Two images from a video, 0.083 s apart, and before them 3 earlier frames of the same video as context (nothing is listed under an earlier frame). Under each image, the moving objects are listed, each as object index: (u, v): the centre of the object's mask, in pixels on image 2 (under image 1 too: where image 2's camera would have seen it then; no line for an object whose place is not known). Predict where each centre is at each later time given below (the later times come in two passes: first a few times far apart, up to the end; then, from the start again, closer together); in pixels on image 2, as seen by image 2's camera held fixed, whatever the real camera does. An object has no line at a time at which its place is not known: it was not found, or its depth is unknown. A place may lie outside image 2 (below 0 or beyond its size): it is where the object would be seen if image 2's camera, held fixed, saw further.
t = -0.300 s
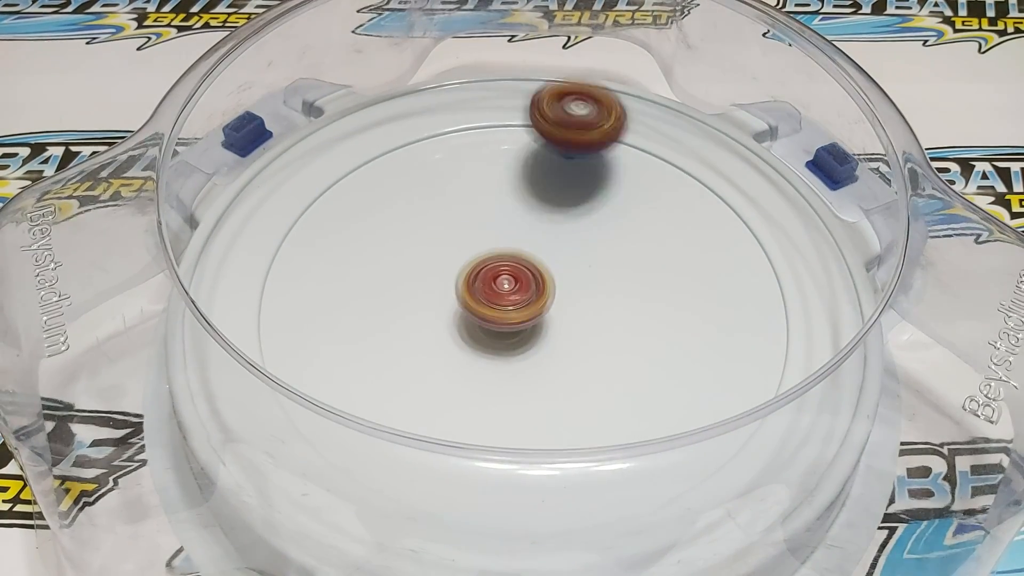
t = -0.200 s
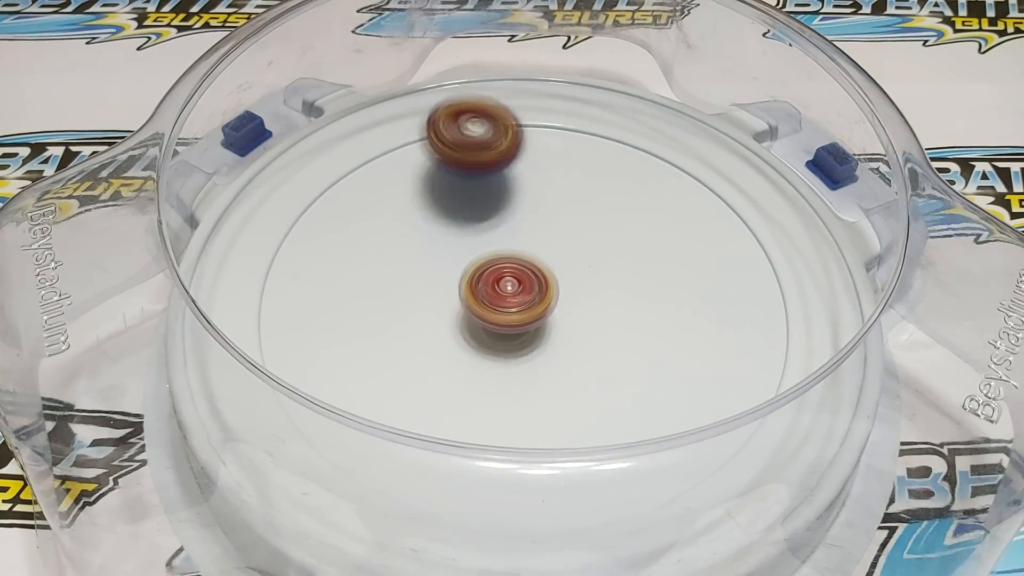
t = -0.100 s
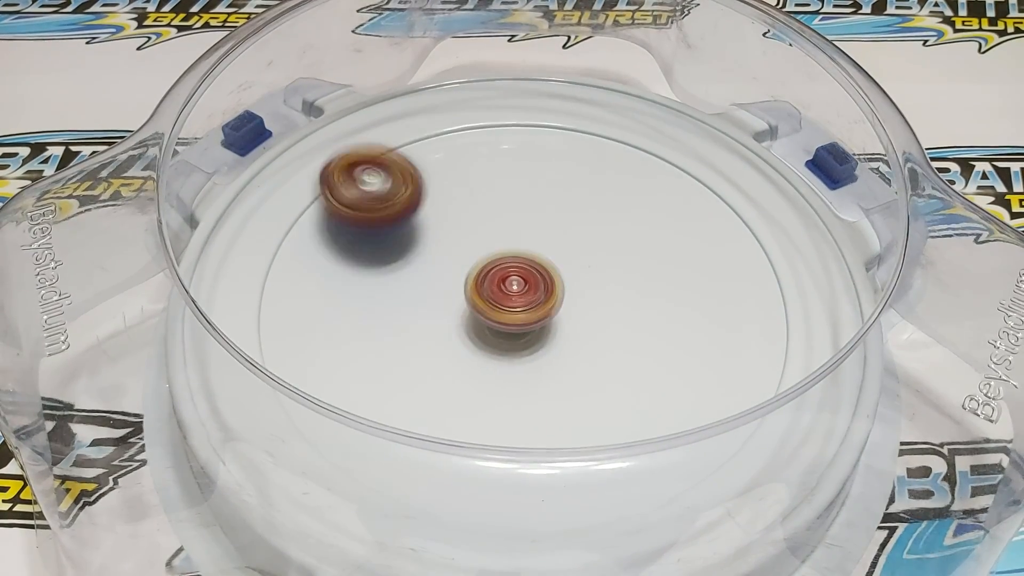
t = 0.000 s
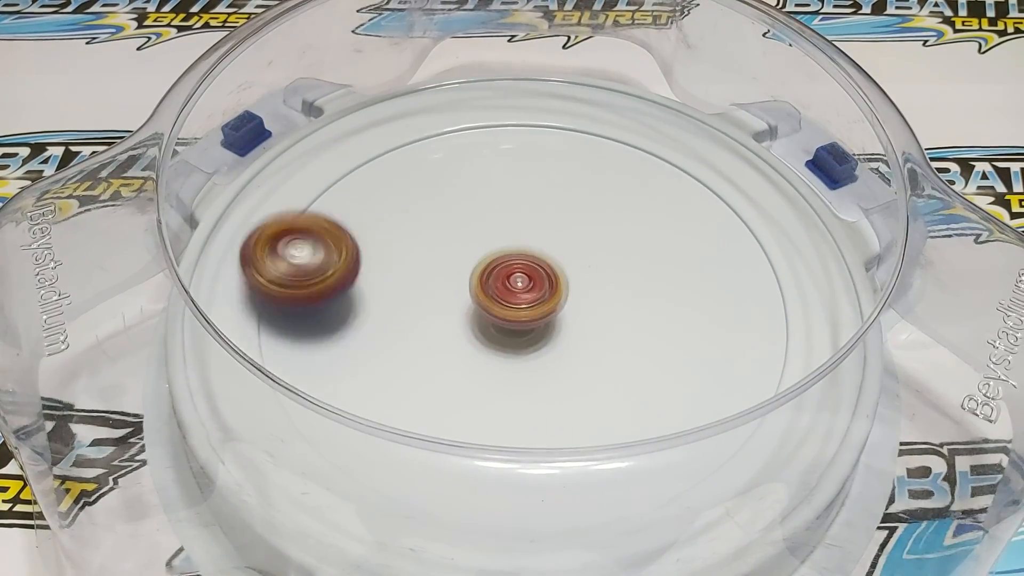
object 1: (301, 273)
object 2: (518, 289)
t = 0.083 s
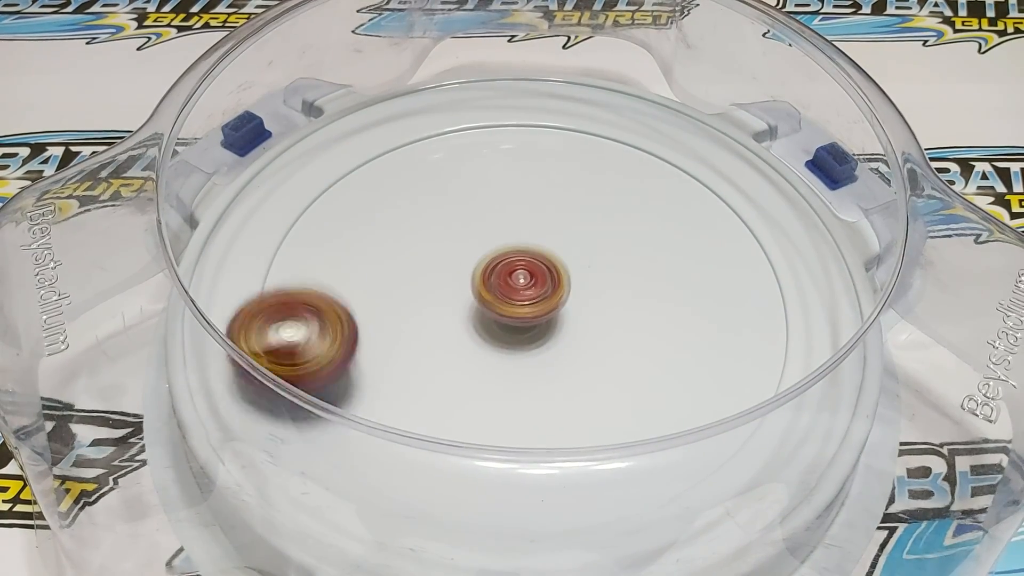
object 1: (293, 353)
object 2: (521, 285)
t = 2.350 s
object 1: (772, 284)
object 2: (520, 289)
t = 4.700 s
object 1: (580, 149)
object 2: (529, 285)
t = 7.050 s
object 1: (432, 211)
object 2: (523, 281)
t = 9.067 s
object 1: (553, 182)
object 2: (513, 283)
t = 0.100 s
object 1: (300, 366)
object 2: (521, 285)
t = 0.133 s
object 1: (321, 398)
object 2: (522, 284)
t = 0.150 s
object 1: (335, 413)
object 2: (522, 283)
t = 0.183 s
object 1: (376, 438)
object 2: (523, 282)
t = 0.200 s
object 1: (397, 451)
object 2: (524, 281)
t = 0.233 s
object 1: (448, 465)
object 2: (525, 280)
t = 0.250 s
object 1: (474, 471)
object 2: (525, 279)
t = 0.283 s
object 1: (531, 476)
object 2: (525, 278)
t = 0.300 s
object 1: (560, 476)
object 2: (525, 278)
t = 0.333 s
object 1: (616, 463)
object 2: (525, 277)
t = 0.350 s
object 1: (643, 457)
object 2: (525, 276)
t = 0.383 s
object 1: (689, 423)
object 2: (524, 275)
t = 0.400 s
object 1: (710, 409)
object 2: (523, 275)
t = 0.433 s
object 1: (745, 388)
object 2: (523, 274)
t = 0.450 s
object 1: (763, 360)
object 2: (522, 274)
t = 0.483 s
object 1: (777, 335)
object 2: (522, 273)
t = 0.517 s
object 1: (791, 299)
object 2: (521, 273)
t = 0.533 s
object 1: (794, 283)
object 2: (521, 273)
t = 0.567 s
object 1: (788, 244)
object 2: (520, 272)
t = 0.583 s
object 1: (783, 228)
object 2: (520, 272)
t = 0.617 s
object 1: (772, 200)
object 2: (519, 272)
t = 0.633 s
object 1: (762, 182)
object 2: (519, 272)
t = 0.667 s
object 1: (743, 152)
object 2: (518, 272)
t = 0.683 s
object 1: (728, 143)
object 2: (517, 273)
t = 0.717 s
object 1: (692, 131)
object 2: (517, 274)
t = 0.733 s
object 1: (674, 123)
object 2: (517, 275)
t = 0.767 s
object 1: (636, 113)
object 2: (517, 275)
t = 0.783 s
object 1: (616, 106)
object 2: (517, 275)
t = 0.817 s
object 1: (575, 98)
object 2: (517, 276)
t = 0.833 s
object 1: (555, 95)
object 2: (517, 277)
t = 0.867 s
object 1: (512, 89)
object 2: (517, 278)
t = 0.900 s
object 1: (470, 85)
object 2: (518, 279)
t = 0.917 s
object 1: (447, 85)
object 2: (518, 279)
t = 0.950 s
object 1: (413, 99)
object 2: (521, 280)
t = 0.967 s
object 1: (399, 114)
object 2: (522, 281)
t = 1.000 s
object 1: (373, 146)
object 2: (523, 281)
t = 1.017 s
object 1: (362, 166)
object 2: (523, 281)
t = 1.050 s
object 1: (344, 220)
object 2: (523, 281)
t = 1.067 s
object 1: (339, 243)
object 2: (523, 282)
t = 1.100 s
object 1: (332, 297)
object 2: (524, 282)
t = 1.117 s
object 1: (330, 325)
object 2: (524, 283)
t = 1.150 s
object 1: (338, 379)
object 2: (526, 283)
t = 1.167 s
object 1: (346, 410)
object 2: (527, 283)
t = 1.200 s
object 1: (370, 463)
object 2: (528, 283)
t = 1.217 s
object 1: (387, 494)
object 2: (528, 283)
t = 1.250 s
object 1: (439, 508)
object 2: (529, 283)
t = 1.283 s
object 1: (510, 503)
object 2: (531, 282)
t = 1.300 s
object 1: (544, 503)
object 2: (531, 283)
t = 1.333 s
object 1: (606, 472)
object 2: (532, 283)
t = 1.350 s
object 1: (638, 456)
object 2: (533, 283)
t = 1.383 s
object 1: (690, 428)
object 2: (533, 284)
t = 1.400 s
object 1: (711, 401)
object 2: (533, 284)
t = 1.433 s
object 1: (744, 356)
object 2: (533, 284)
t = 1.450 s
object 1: (761, 340)
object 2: (534, 284)
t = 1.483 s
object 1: (783, 296)
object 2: (534, 285)
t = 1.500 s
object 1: (786, 272)
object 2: (535, 285)
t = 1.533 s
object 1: (786, 231)
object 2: (535, 285)
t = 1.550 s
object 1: (784, 211)
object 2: (535, 285)
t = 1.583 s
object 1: (765, 177)
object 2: (532, 286)
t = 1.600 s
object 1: (742, 167)
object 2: (532, 286)
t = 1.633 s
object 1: (695, 150)
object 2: (532, 287)
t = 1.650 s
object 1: (671, 141)
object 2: (532, 287)
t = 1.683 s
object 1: (621, 126)
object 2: (533, 287)
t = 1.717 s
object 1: (566, 125)
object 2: (532, 287)
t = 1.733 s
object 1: (536, 129)
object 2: (531, 287)
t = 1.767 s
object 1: (475, 139)
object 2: (531, 288)
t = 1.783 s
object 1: (445, 144)
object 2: (531, 288)
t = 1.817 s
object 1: (385, 158)
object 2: (531, 288)
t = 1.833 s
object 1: (354, 166)
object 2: (531, 288)
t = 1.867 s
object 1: (297, 181)
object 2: (530, 287)
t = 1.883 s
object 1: (268, 192)
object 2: (530, 287)
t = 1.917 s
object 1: (239, 226)
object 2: (532, 288)
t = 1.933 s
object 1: (238, 248)
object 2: (532, 287)
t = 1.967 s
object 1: (239, 294)
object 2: (531, 287)
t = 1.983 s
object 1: (242, 321)
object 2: (530, 286)
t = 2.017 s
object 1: (256, 374)
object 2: (528, 287)
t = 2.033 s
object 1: (269, 396)
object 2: (527, 287)
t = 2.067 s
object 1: (298, 458)
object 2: (527, 287)
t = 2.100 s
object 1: (352, 493)
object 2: (527, 287)
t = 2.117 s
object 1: (397, 498)
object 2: (527, 287)
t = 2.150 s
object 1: (484, 499)
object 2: (526, 288)
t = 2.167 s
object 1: (529, 496)
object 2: (525, 288)
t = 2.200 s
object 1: (609, 493)
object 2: (524, 288)
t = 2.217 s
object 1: (646, 478)
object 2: (524, 289)
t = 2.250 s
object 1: (711, 435)
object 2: (523, 288)
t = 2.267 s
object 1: (740, 417)
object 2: (522, 288)
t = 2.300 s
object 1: (756, 354)
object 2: (520, 289)
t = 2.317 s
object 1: (767, 332)
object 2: (520, 289)
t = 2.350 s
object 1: (772, 284)
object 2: (520, 289)
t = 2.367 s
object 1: (771, 258)
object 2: (519, 289)
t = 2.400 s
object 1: (759, 211)
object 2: (518, 289)
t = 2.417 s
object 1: (752, 189)
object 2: (517, 289)
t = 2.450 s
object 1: (736, 150)
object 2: (517, 290)
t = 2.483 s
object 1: (697, 129)
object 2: (514, 291)
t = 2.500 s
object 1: (673, 123)
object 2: (514, 291)
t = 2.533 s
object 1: (624, 120)
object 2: (513, 291)
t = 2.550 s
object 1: (598, 117)
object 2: (513, 291)
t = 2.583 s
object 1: (549, 115)
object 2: (513, 291)
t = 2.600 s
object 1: (525, 119)
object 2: (513, 291)
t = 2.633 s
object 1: (473, 124)
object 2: (513, 291)
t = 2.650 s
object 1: (448, 129)
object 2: (513, 291)
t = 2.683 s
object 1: (400, 142)
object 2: (513, 292)
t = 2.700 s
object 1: (373, 150)
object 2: (513, 292)
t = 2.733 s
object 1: (327, 165)
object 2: (514, 291)
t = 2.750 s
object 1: (307, 179)
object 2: (514, 291)
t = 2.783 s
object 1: (307, 222)
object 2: (515, 291)
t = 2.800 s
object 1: (306, 248)
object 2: (515, 290)
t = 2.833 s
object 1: (311, 305)
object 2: (516, 289)
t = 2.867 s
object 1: (333, 351)
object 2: (516, 288)
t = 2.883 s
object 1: (340, 386)
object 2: (516, 288)
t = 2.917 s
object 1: (370, 442)
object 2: (517, 288)
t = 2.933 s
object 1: (393, 469)
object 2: (517, 287)
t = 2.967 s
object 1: (455, 484)
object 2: (517, 286)
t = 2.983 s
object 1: (490, 489)
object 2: (516, 285)
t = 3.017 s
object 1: (565, 512)
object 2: (517, 285)
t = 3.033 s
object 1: (601, 511)
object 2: (517, 285)
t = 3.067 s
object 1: (661, 484)
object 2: (516, 283)
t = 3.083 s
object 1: (689, 474)
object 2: (516, 283)
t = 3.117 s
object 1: (745, 451)
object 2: (516, 283)
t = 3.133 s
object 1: (772, 442)
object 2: (516, 283)
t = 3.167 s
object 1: (808, 423)
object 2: (515, 282)
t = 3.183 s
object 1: (824, 406)
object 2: (515, 282)
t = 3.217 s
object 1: (842, 377)
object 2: (514, 282)
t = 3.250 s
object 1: (851, 345)
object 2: (515, 281)
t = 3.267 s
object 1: (853, 322)
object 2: (515, 281)
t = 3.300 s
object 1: (833, 294)
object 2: (513, 281)
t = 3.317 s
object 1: (827, 289)
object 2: (513, 281)
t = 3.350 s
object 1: (791, 269)
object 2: (514, 280)
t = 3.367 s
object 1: (766, 261)
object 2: (514, 280)
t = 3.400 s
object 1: (719, 243)
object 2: (513, 280)
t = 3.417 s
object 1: (692, 235)
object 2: (513, 280)
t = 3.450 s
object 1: (642, 218)
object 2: (514, 280)
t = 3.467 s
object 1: (613, 210)
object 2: (513, 280)
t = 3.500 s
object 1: (563, 194)
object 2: (514, 279)
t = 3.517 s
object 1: (537, 187)
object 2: (514, 280)
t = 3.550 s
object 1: (487, 178)
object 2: (515, 280)
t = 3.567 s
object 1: (462, 171)
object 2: (515, 279)
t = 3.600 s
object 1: (416, 163)
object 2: (515, 280)
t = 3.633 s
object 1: (371, 157)
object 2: (516, 280)
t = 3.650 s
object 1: (350, 156)
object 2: (516, 279)
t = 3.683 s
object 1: (320, 160)
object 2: (516, 280)
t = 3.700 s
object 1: (307, 165)
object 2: (516, 280)
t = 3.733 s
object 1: (282, 177)
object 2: (518, 280)
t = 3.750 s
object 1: (271, 184)
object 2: (518, 280)
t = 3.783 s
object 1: (257, 204)
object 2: (519, 281)
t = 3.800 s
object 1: (252, 215)
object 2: (520, 281)
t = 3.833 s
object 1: (243, 238)
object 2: (520, 280)
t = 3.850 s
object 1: (242, 249)
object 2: (520, 280)
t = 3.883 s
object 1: (242, 274)
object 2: (521, 281)
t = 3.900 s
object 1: (246, 282)
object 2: (522, 281)
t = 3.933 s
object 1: (256, 306)
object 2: (522, 281)
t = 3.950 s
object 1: (264, 312)
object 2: (522, 281)
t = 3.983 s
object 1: (271, 346)
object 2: (523, 281)
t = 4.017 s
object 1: (295, 370)
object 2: (524, 281)
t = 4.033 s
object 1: (313, 378)
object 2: (524, 281)
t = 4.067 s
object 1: (358, 378)
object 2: (525, 281)
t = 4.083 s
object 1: (381, 384)
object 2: (525, 281)
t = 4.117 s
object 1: (427, 394)
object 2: (525, 281)
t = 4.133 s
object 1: (453, 395)
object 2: (525, 281)
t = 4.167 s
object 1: (499, 397)
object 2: (527, 282)
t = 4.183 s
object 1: (525, 394)
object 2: (527, 281)
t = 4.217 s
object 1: (568, 386)
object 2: (526, 282)
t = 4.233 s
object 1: (588, 379)
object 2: (527, 282)
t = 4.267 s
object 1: (625, 358)
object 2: (528, 282)
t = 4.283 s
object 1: (641, 348)
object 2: (528, 282)
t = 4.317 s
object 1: (669, 321)
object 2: (528, 282)
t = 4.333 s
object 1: (679, 310)
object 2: (529, 282)
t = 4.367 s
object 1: (696, 280)
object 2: (529, 282)
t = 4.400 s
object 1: (708, 256)
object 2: (529, 283)
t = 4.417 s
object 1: (709, 243)
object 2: (530, 282)
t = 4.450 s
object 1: (711, 220)
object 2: (530, 282)
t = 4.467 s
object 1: (708, 210)
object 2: (530, 283)
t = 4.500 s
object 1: (701, 192)
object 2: (530, 283)
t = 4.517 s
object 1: (694, 183)
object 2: (530, 283)
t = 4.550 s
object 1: (680, 169)
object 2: (530, 284)
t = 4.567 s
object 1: (673, 163)
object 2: (530, 284)
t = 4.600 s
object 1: (651, 155)
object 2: (530, 284)
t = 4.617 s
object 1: (642, 152)
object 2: (529, 284)
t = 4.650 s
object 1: (618, 149)
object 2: (530, 285)
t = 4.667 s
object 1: (605, 148)
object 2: (530, 285)
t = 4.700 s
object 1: (580, 149)
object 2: (529, 285)
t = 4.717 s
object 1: (565, 151)
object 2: (529, 285)
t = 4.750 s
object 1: (539, 154)
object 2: (529, 285)
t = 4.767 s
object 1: (524, 159)
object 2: (529, 285)
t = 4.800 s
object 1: (499, 167)
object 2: (528, 286)
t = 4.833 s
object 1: (475, 178)
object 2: (528, 286)
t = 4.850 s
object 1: (464, 186)
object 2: (528, 286)
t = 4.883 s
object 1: (446, 204)
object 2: (528, 287)
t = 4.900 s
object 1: (438, 214)
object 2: (528, 287)
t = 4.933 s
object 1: (426, 236)
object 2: (527, 287)
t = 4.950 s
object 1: (422, 246)
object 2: (527, 287)
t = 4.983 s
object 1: (416, 272)
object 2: (527, 287)
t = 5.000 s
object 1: (416, 282)
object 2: (527, 288)
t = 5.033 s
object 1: (416, 308)
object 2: (528, 288)
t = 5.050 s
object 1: (418, 319)
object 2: (529, 288)
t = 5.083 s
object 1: (427, 340)
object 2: (528, 288)
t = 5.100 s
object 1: (432, 352)
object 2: (529, 289)
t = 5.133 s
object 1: (449, 370)
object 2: (529, 288)
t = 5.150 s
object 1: (459, 379)
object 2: (528, 288)
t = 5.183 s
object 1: (484, 390)
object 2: (528, 289)
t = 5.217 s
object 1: (513, 396)
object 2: (527, 289)
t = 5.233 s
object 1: (529, 400)
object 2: (527, 289)
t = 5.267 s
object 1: (561, 404)
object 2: (527, 289)
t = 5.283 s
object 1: (580, 400)
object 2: (527, 289)
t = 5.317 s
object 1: (613, 398)
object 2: (526, 289)
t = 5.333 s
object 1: (629, 394)
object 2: (526, 290)
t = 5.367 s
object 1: (655, 386)
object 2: (525, 289)
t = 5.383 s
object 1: (667, 382)
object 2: (525, 290)
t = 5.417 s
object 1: (690, 367)
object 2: (525, 289)
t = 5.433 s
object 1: (699, 357)
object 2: (524, 289)
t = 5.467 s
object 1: (708, 334)
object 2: (524, 290)
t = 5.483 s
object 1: (710, 320)
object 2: (524, 289)
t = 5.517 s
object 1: (709, 295)
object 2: (522, 289)
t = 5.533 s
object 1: (703, 285)
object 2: (522, 289)
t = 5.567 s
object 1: (691, 263)
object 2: (522, 289)
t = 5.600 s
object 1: (674, 243)
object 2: (521, 289)
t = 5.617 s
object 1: (664, 234)
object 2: (521, 289)
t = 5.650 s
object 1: (641, 219)
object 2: (519, 289)
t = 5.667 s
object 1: (631, 210)
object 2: (519, 289)
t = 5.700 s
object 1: (605, 199)
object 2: (519, 289)
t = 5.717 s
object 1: (591, 196)
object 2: (518, 289)
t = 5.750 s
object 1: (564, 189)
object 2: (518, 289)
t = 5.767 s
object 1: (549, 188)
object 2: (518, 289)
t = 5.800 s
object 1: (521, 187)
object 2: (517, 289)
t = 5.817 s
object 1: (510, 185)
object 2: (517, 289)
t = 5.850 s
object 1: (484, 188)
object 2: (516, 288)
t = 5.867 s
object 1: (471, 192)
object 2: (516, 289)
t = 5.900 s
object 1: (447, 199)
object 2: (516, 288)
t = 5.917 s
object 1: (436, 206)
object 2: (515, 288)
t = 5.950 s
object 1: (416, 219)
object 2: (515, 288)
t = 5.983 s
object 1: (398, 234)
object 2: (514, 287)
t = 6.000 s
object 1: (390, 242)
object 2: (514, 287)
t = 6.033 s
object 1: (375, 264)
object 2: (514, 287)
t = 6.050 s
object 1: (369, 273)
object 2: (513, 286)
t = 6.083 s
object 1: (362, 295)
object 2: (513, 286)
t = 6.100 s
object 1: (360, 307)
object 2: (513, 286)
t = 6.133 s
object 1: (362, 330)
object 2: (513, 286)
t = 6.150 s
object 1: (367, 341)
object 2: (513, 286)
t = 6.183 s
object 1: (379, 361)
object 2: (513, 285)
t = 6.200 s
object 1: (389, 368)
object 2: (513, 285)
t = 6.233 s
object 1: (413, 380)
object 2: (513, 284)
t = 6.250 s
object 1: (426, 386)
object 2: (512, 285)
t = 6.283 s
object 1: (457, 395)
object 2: (514, 284)
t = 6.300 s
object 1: (475, 396)
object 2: (513, 283)
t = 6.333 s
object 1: (509, 399)
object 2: (513, 284)
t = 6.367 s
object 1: (543, 398)
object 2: (513, 283)
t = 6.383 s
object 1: (558, 397)
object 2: (513, 283)
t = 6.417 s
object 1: (589, 390)
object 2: (514, 283)
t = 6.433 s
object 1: (602, 385)
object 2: (513, 283)
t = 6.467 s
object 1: (626, 370)
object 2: (514, 283)
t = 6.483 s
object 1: (637, 359)
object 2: (514, 282)
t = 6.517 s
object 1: (654, 338)
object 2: (514, 282)
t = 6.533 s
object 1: (658, 329)
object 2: (515, 282)
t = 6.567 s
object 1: (667, 308)
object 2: (514, 282)
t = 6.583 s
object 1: (671, 296)
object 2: (515, 282)
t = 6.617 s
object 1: (671, 276)
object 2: (515, 281)
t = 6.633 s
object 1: (668, 267)
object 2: (515, 282)
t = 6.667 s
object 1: (662, 248)
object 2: (517, 281)
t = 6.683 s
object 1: (658, 239)
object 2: (516, 281)
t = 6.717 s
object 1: (645, 222)
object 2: (518, 281)
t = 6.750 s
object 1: (629, 209)
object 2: (517, 281)
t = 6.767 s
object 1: (620, 202)
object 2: (518, 281)
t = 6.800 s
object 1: (601, 191)
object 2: (518, 280)
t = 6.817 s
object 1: (589, 188)
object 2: (518, 281)
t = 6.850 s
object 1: (567, 182)
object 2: (520, 281)
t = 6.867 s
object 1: (557, 178)
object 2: (519, 281)
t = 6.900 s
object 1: (534, 175)
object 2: (520, 282)
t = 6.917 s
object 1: (521, 177)
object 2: (521, 281)
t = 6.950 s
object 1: (497, 180)
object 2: (521, 281)
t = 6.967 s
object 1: (486, 182)
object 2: (522, 281)
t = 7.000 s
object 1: (463, 190)
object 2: (522, 281)
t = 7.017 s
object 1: (452, 197)
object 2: (523, 281)
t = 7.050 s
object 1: (432, 211)
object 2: (523, 281)
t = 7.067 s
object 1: (424, 219)
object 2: (523, 281)
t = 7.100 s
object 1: (409, 240)
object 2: (524, 280)
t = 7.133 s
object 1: (400, 261)
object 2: (525, 281)
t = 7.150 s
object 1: (398, 271)
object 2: (525, 281)
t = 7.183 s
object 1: (396, 295)
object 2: (525, 281)
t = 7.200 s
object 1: (397, 309)
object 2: (526, 281)
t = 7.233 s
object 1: (404, 332)
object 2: (526, 281)
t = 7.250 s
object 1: (411, 342)
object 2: (526, 282)
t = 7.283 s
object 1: (427, 362)
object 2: (526, 282)
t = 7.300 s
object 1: (436, 372)
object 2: (527, 282)
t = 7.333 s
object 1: (459, 384)
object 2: (527, 281)
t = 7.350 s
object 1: (473, 386)
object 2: (527, 282)
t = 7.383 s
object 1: (499, 394)
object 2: (528, 282)
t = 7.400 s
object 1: (512, 398)
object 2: (527, 282)
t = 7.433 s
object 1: (540, 400)
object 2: (528, 282)
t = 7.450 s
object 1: (556, 398)
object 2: (528, 282)
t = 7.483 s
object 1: (583, 396)
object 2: (529, 283)
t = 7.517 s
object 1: (609, 391)
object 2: (528, 283)
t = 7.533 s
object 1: (619, 389)
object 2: (528, 284)
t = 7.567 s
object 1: (639, 380)
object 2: (528, 284)
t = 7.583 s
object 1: (650, 372)
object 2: (529, 284)
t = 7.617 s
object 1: (665, 356)
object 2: (529, 284)
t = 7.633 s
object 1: (668, 348)
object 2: (528, 285)
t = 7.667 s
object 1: (674, 330)
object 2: (529, 285)
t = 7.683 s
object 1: (678, 318)
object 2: (528, 285)
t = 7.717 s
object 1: (677, 298)
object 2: (529, 285)
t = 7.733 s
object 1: (673, 290)
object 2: (529, 285)
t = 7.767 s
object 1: (664, 270)
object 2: (528, 286)
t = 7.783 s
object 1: (659, 259)
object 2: (528, 285)
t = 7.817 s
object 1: (642, 242)
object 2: (528, 286)
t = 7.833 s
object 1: (631, 237)
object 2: (528, 286)
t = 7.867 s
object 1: (610, 222)
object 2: (527, 287)
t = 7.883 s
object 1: (601, 215)
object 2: (528, 287)
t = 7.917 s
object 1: (576, 205)
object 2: (527, 287)
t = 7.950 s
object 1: (550, 199)
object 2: (526, 286)
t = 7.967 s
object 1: (536, 198)
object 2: (526, 288)
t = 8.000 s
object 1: (510, 197)
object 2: (526, 287)
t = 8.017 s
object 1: (498, 198)
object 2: (525, 288)
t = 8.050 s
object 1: (473, 202)
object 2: (526, 288)
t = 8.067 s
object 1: (461, 204)
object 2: (525, 288)
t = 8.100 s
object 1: (440, 211)
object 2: (525, 289)
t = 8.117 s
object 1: (428, 216)
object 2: (525, 288)
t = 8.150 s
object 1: (410, 227)
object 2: (524, 289)
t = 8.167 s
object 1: (402, 231)
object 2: (524, 288)
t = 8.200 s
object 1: (387, 245)
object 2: (523, 289)
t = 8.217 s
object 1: (380, 254)
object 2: (524, 289)
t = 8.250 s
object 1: (370, 271)
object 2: (523, 289)
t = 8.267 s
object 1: (368, 278)
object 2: (523, 289)
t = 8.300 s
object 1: (365, 296)
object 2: (522, 289)
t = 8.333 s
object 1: (367, 315)
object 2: (521, 288)
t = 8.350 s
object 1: (369, 326)
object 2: (521, 289)
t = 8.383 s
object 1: (379, 345)
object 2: (521, 288)
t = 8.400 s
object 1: (388, 352)
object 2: (520, 289)
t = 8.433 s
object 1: (406, 367)
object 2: (520, 289)
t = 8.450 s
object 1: (418, 374)
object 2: (519, 288)
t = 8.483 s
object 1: (446, 382)
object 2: (520, 288)
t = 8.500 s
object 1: (460, 386)
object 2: (518, 288)
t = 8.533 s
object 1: (491, 391)
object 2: (519, 288)
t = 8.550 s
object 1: (508, 389)
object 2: (517, 287)
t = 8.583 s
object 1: (541, 387)
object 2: (517, 287)
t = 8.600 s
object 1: (554, 387)
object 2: (516, 286)
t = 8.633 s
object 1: (583, 376)
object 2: (516, 287)
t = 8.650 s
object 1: (597, 368)
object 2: (516, 286)
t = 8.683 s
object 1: (619, 351)
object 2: (516, 287)
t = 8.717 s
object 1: (635, 332)
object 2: (515, 287)
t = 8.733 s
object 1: (642, 321)
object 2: (516, 287)
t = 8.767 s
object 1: (651, 300)
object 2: (515, 286)
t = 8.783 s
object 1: (651, 291)
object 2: (515, 286)
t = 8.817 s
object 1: (653, 272)
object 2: (514, 286)
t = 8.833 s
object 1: (652, 261)
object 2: (515, 285)
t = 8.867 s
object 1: (646, 243)
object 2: (514, 285)
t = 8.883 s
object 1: (643, 235)
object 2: (515, 285)
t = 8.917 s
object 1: (632, 219)
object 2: (514, 285)
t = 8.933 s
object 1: (624, 213)
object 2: (515, 284)
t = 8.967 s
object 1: (608, 202)
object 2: (514, 284)
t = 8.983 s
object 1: (601, 195)
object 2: (515, 284)
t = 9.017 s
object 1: (582, 188)
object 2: (513, 284)
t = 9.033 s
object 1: (572, 186)
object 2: (514, 283)
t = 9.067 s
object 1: (553, 182)
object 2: (513, 283)
